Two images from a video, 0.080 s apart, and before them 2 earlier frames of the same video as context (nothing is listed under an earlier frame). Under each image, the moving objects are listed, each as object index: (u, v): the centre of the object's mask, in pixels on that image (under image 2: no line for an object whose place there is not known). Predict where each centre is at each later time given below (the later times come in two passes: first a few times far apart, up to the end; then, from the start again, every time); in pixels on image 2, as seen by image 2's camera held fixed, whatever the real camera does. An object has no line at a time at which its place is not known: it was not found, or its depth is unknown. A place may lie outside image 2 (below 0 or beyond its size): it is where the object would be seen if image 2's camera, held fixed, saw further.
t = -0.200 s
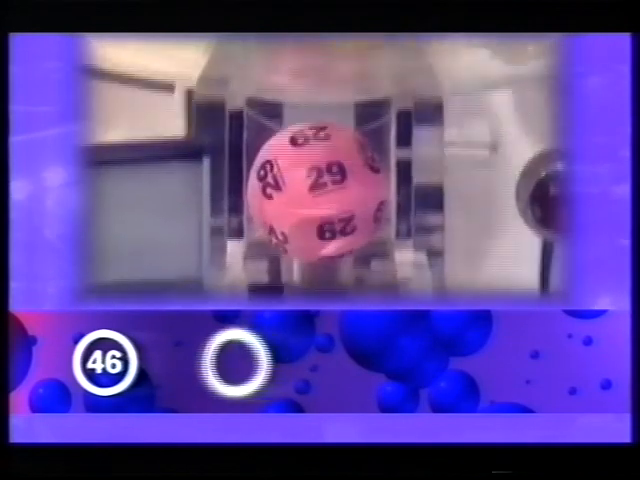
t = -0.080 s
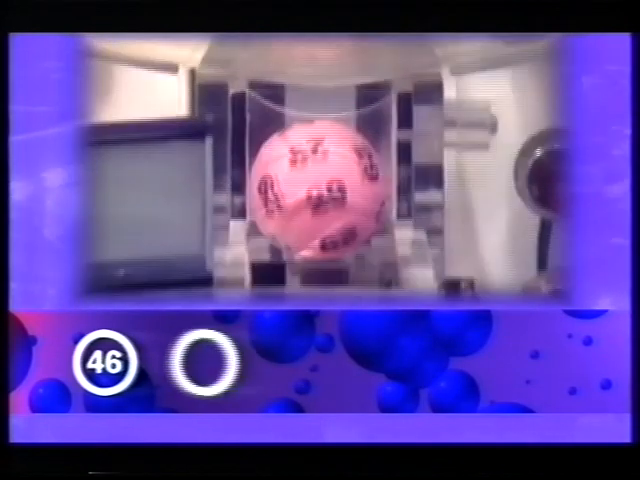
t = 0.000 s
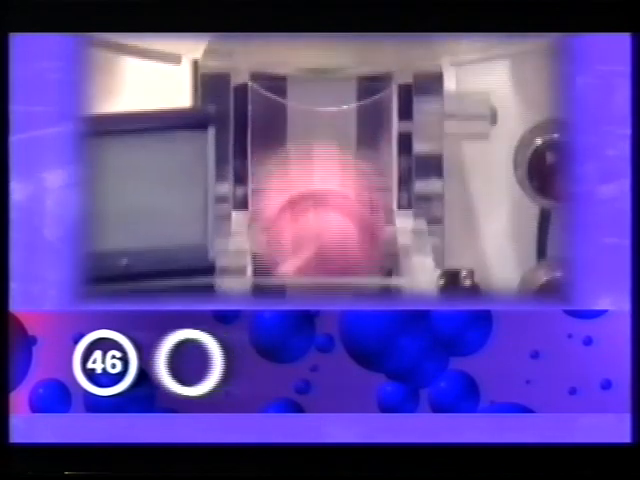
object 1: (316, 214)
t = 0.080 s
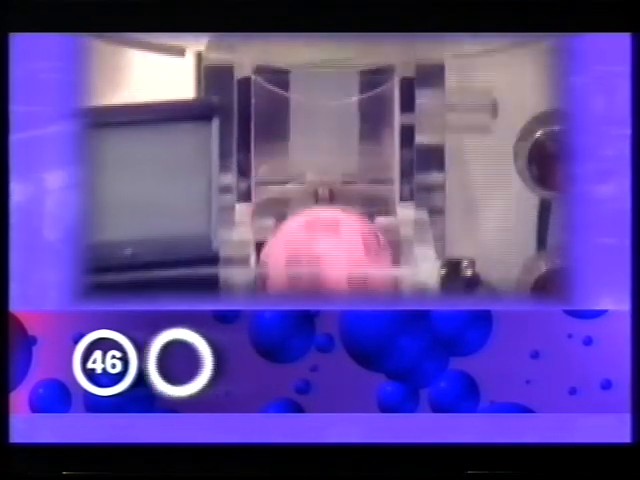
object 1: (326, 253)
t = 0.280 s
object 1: (332, 260)
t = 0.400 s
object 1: (255, 251)
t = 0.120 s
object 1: (328, 255)
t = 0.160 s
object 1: (326, 257)
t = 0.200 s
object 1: (327, 260)
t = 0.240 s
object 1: (330, 260)
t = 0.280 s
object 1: (332, 260)
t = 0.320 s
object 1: (329, 259)
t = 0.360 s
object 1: (294, 254)
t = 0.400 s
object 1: (255, 251)
